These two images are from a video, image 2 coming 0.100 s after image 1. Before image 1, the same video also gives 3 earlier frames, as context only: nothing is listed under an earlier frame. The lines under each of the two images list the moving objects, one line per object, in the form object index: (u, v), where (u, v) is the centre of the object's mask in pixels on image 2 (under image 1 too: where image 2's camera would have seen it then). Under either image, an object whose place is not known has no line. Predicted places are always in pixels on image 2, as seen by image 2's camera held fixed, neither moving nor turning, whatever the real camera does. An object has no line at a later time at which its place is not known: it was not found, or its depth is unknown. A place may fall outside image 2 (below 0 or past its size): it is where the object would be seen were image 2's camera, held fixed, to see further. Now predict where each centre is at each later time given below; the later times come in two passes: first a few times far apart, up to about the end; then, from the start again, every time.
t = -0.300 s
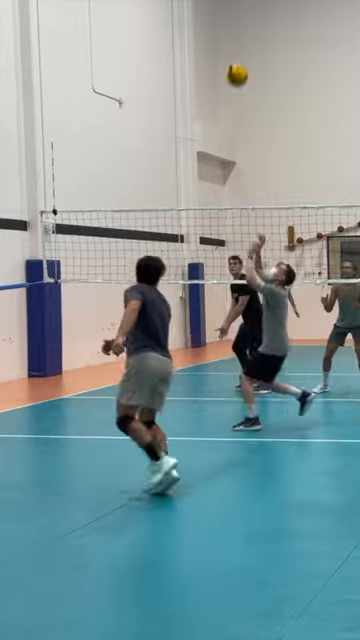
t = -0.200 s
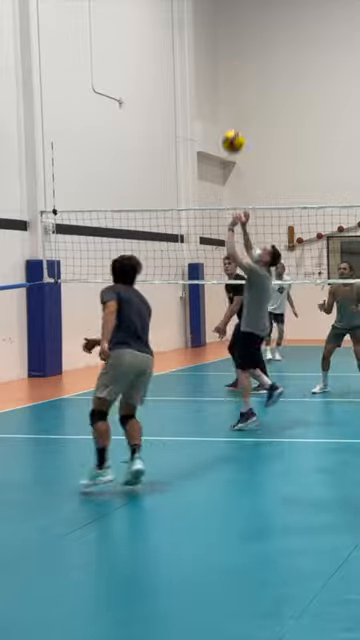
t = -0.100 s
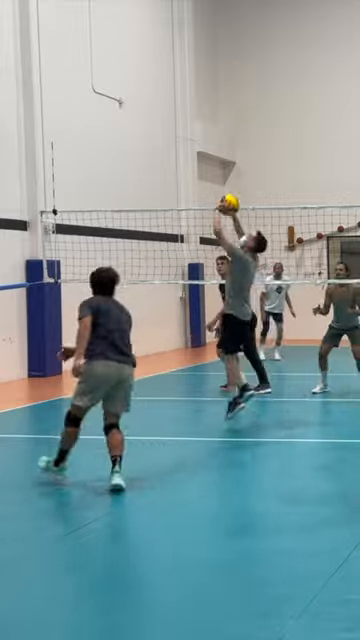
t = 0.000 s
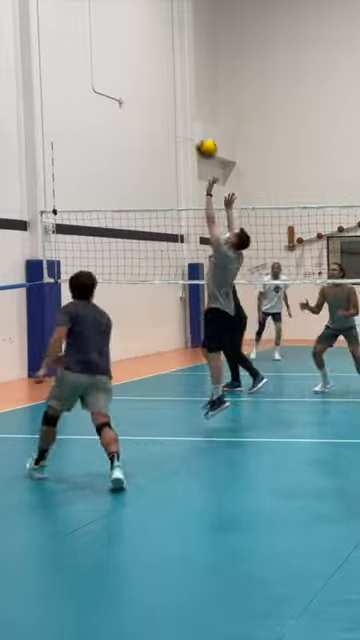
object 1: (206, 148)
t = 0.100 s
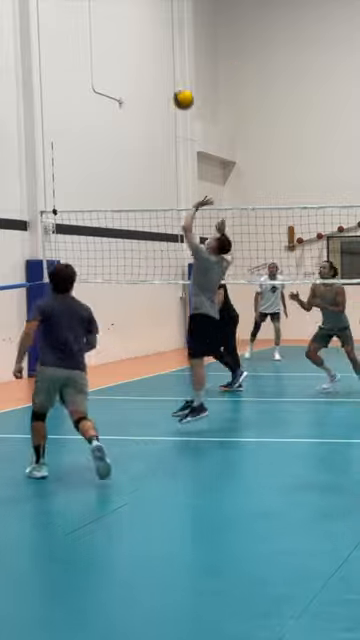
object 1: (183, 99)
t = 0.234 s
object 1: (153, 51)
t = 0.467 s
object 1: (106, 12)
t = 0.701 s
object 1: (65, 24)
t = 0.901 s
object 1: (33, 72)
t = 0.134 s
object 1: (175, 85)
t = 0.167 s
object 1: (168, 73)
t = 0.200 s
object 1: (161, 62)
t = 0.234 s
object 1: (153, 51)
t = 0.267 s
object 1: (146, 42)
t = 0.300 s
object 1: (139, 34)
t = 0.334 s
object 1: (132, 28)
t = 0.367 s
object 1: (126, 22)
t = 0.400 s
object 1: (119, 18)
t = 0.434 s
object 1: (112, 15)
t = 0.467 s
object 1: (106, 12)
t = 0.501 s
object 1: (100, 11)
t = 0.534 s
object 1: (94, 11)
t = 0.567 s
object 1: (88, 11)
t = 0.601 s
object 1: (82, 13)
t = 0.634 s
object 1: (76, 16)
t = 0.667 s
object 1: (70, 20)
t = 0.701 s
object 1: (65, 24)
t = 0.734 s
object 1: (59, 30)
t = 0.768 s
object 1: (53, 37)
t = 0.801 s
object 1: (48, 44)
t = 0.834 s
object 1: (43, 53)
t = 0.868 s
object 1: (38, 62)
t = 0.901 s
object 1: (33, 72)
